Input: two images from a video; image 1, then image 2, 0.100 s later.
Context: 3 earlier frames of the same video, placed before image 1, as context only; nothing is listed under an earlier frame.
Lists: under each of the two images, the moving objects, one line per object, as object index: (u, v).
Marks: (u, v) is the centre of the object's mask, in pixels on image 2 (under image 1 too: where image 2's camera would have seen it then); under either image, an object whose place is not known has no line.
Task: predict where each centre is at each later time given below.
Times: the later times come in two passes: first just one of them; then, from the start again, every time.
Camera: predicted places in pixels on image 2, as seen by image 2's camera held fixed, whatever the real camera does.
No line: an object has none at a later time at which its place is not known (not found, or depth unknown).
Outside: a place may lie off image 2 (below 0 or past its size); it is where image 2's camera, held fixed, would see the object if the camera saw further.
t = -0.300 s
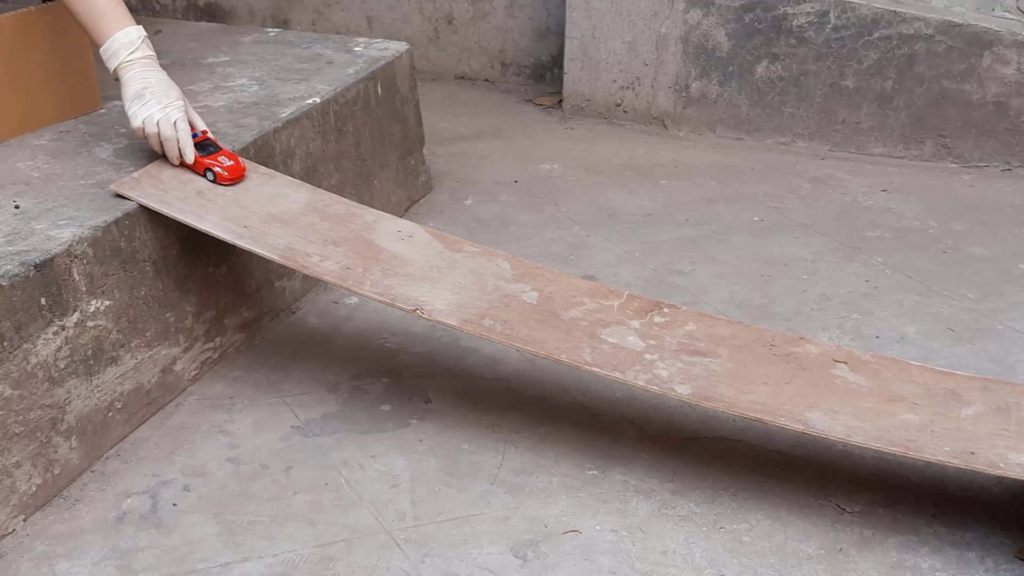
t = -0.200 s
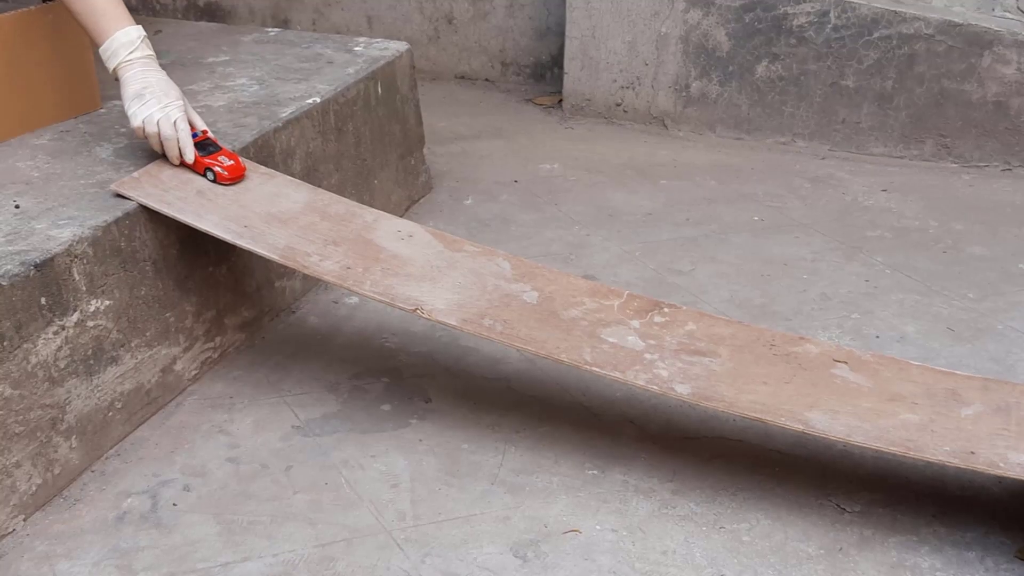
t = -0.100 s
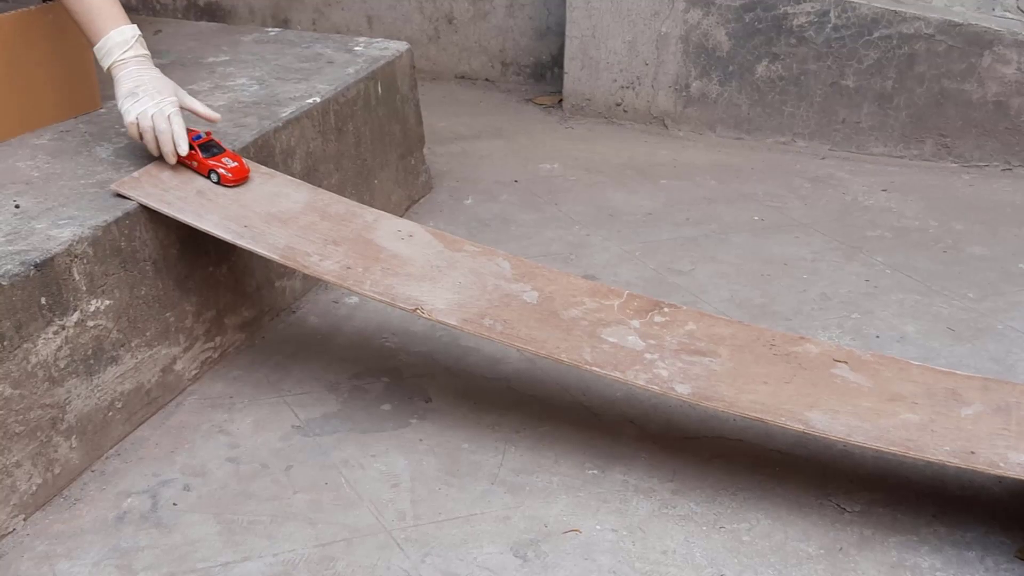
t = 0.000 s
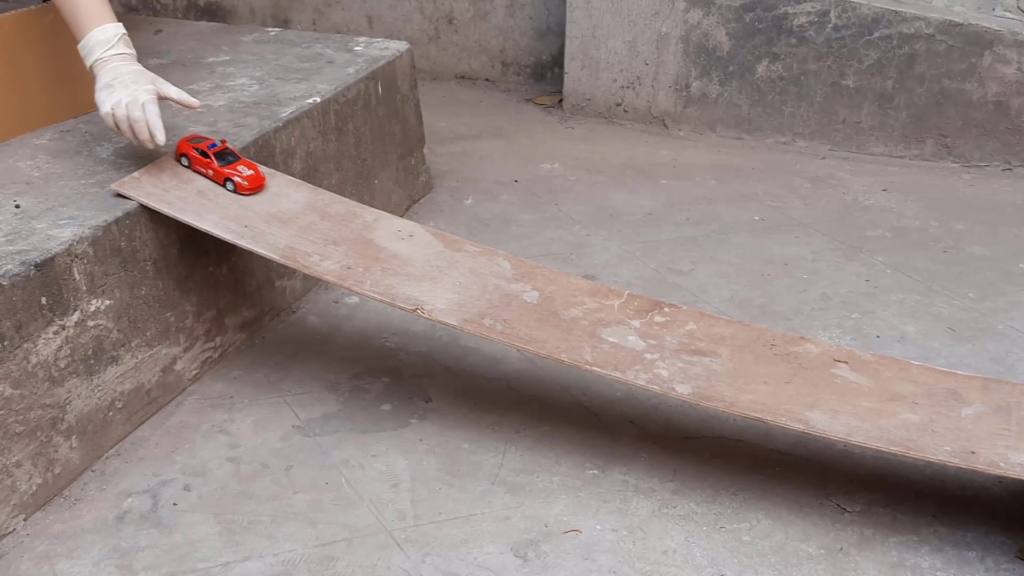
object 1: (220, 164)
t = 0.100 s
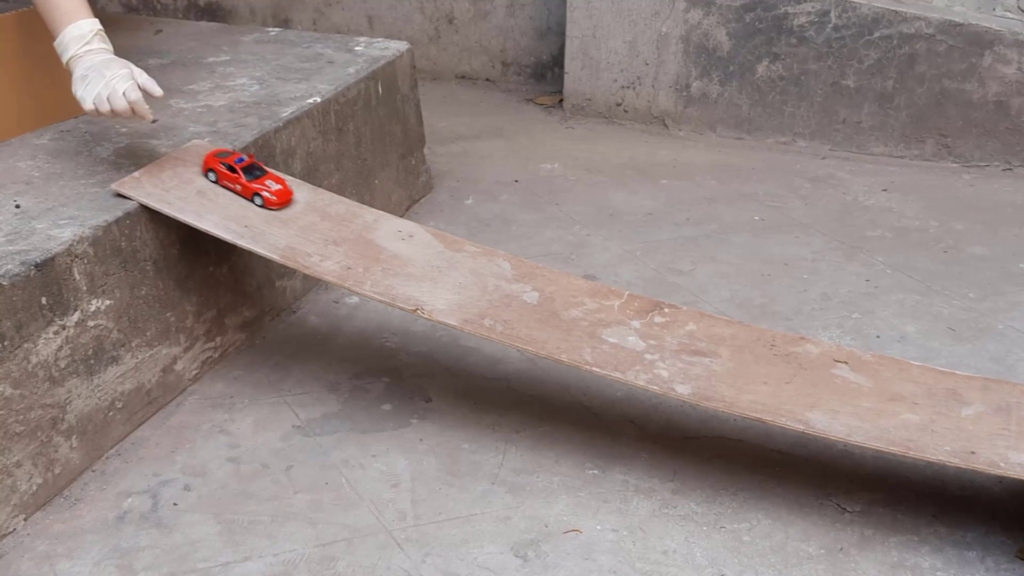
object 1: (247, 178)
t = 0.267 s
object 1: (320, 213)
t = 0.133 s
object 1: (259, 184)
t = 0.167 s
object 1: (272, 191)
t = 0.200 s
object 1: (287, 198)
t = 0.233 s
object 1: (303, 206)
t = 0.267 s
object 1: (320, 213)
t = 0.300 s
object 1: (338, 222)
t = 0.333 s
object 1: (359, 232)
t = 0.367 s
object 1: (382, 242)
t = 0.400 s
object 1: (405, 252)
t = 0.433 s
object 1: (431, 262)
